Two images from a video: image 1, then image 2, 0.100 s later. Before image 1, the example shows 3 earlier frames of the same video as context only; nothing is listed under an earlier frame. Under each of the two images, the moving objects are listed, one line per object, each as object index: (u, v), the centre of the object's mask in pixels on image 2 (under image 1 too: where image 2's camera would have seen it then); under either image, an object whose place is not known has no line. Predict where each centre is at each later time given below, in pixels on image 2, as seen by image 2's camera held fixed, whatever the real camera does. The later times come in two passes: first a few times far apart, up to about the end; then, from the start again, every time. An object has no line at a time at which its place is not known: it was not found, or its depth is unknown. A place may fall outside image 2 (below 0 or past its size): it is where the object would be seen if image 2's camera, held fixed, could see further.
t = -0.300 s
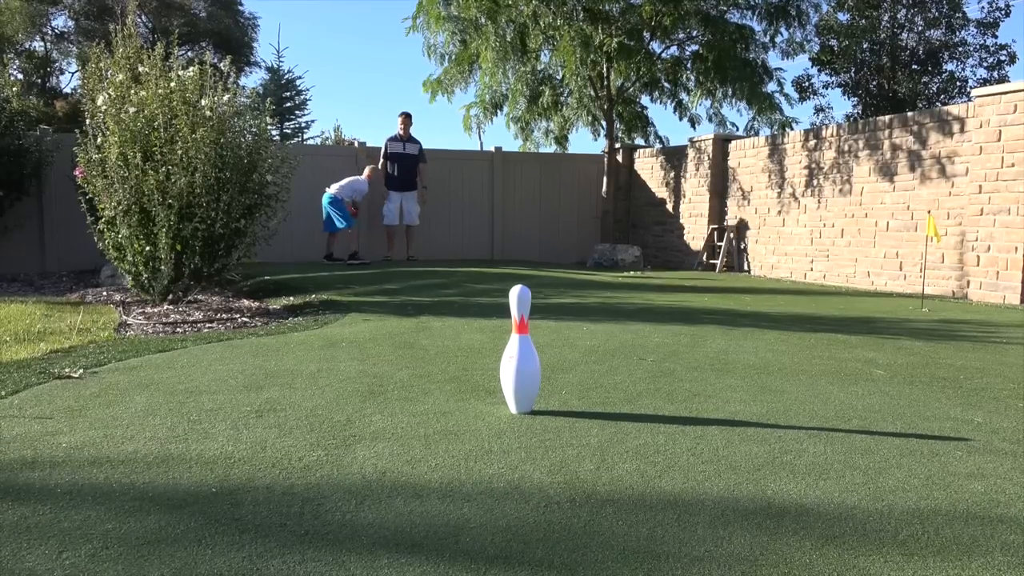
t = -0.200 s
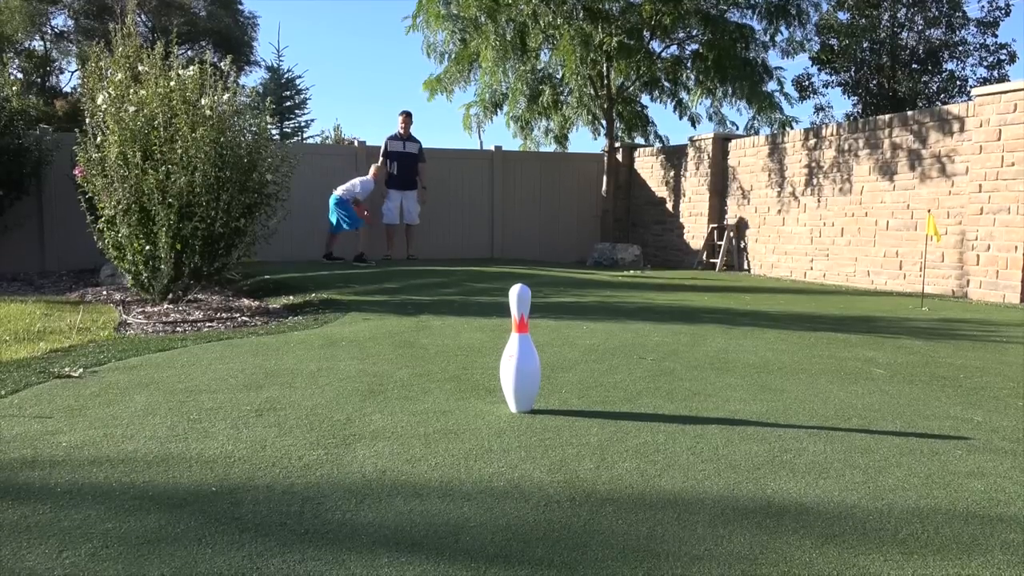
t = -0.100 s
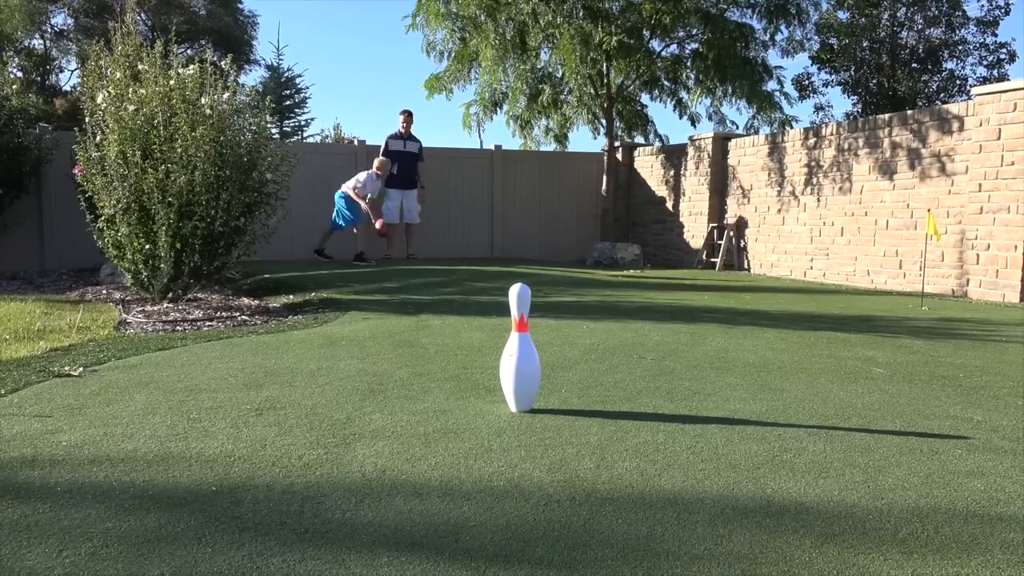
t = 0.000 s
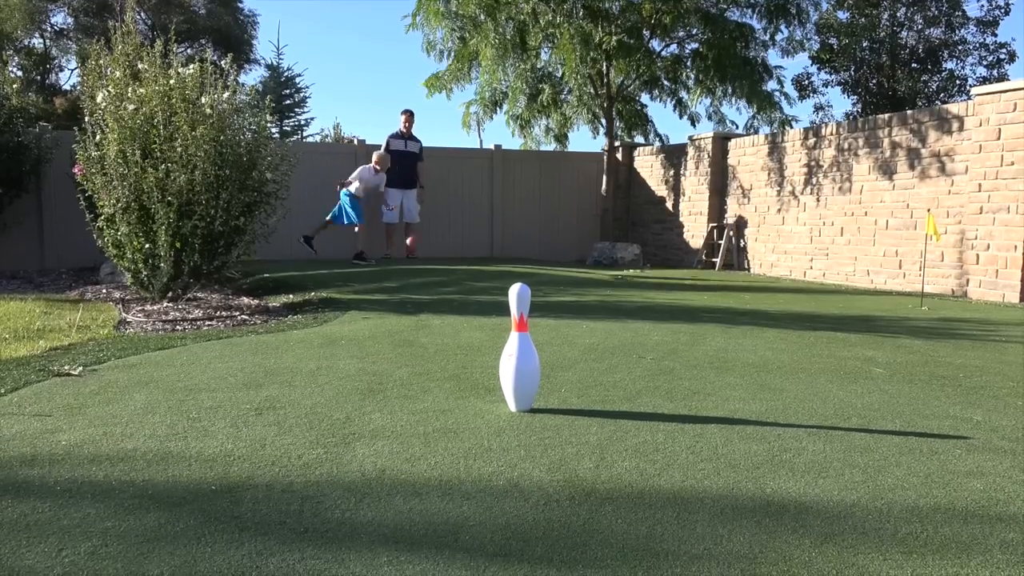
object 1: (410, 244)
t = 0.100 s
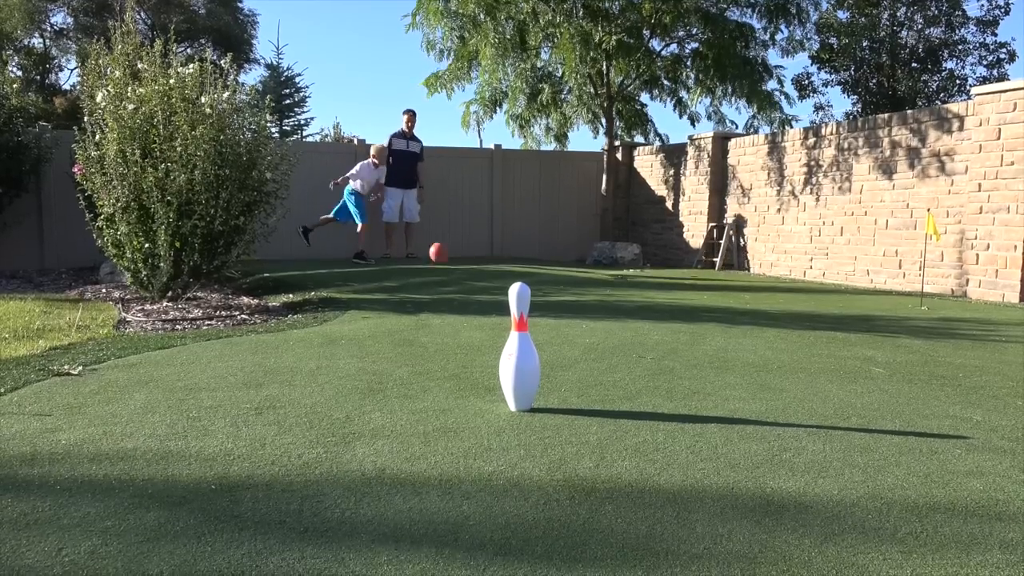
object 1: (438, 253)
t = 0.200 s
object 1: (464, 254)
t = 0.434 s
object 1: (511, 262)
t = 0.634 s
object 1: (550, 277)
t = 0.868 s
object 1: (583, 286)
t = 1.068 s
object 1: (597, 297)
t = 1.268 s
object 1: (593, 309)
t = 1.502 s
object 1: (551, 327)
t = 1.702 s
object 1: (464, 347)
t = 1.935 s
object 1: (271, 376)
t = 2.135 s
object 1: (26, 398)
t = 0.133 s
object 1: (443, 251)
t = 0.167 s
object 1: (453, 253)
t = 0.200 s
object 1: (464, 254)
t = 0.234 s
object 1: (470, 256)
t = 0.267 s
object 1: (477, 261)
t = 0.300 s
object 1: (483, 260)
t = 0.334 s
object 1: (491, 259)
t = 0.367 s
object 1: (497, 259)
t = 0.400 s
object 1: (504, 261)
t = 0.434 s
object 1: (511, 262)
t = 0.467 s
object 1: (519, 267)
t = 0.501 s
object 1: (525, 272)
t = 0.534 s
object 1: (532, 273)
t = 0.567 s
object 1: (538, 273)
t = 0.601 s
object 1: (543, 273)
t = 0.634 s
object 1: (550, 277)
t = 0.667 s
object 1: (555, 278)
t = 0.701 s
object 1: (561, 278)
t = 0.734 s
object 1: (567, 280)
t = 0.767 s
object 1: (570, 282)
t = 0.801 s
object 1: (575, 282)
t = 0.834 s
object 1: (579, 283)
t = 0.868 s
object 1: (583, 286)
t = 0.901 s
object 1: (585, 288)
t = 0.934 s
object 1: (590, 289)
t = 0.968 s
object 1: (592, 291)
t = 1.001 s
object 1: (594, 293)
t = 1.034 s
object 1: (595, 295)
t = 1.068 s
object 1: (597, 297)
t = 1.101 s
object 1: (598, 298)
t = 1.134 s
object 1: (598, 300)
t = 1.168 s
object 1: (597, 302)
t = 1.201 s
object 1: (597, 304)
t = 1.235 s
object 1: (595, 306)
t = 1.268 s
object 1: (593, 309)
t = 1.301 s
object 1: (589, 310)
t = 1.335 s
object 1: (586, 313)
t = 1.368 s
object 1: (581, 316)
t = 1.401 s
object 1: (575, 318)
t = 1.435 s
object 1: (569, 321)
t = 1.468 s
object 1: (561, 324)
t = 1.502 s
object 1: (551, 327)
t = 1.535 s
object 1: (543, 330)
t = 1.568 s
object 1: (538, 331)
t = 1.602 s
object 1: (502, 332)
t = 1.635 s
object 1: (494, 336)
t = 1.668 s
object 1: (482, 344)
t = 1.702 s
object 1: (464, 347)
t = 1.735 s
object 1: (444, 353)
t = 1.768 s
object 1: (421, 356)
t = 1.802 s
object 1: (396, 360)
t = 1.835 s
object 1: (369, 364)
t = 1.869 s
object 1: (339, 368)
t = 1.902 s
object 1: (307, 371)
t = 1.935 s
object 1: (271, 376)
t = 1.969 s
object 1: (234, 379)
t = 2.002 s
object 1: (194, 382)
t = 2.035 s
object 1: (150, 387)
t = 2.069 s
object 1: (104, 391)
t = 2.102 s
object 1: (55, 395)
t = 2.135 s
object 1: (26, 398)
